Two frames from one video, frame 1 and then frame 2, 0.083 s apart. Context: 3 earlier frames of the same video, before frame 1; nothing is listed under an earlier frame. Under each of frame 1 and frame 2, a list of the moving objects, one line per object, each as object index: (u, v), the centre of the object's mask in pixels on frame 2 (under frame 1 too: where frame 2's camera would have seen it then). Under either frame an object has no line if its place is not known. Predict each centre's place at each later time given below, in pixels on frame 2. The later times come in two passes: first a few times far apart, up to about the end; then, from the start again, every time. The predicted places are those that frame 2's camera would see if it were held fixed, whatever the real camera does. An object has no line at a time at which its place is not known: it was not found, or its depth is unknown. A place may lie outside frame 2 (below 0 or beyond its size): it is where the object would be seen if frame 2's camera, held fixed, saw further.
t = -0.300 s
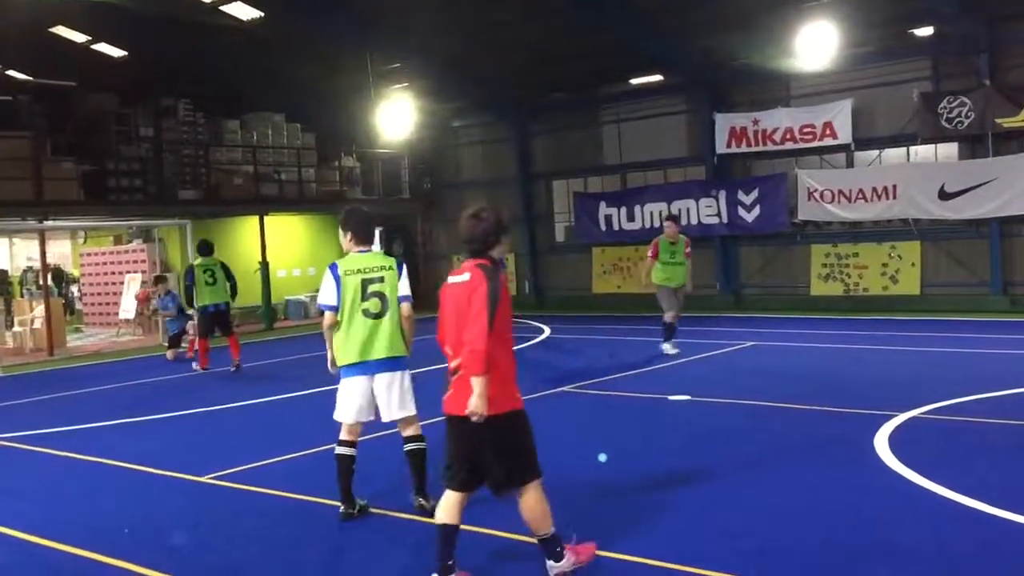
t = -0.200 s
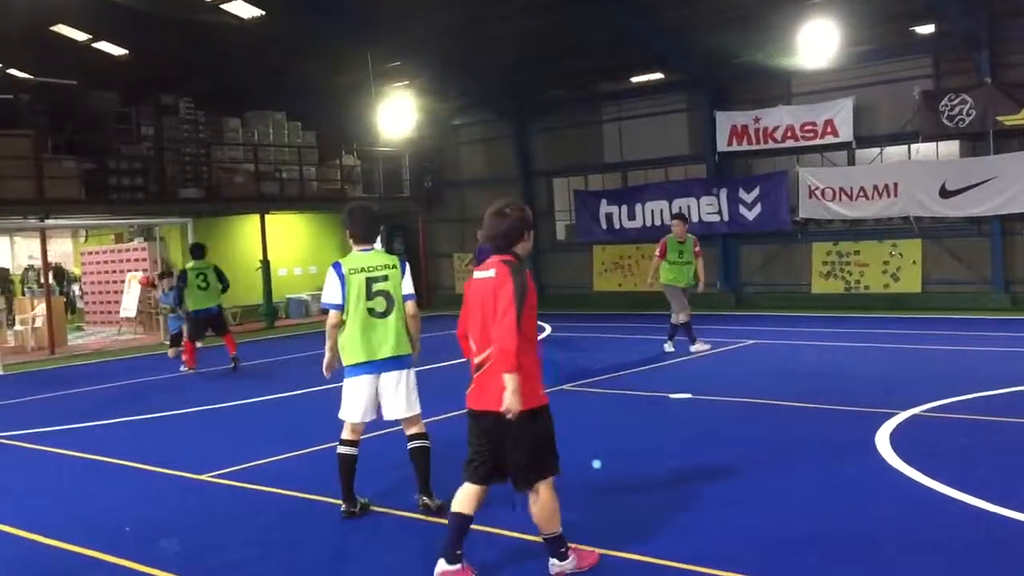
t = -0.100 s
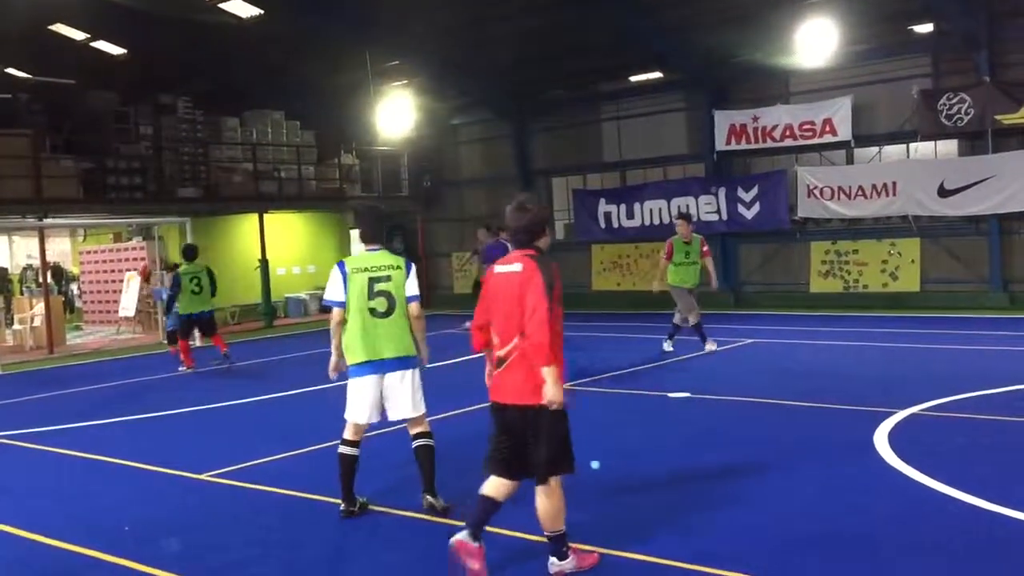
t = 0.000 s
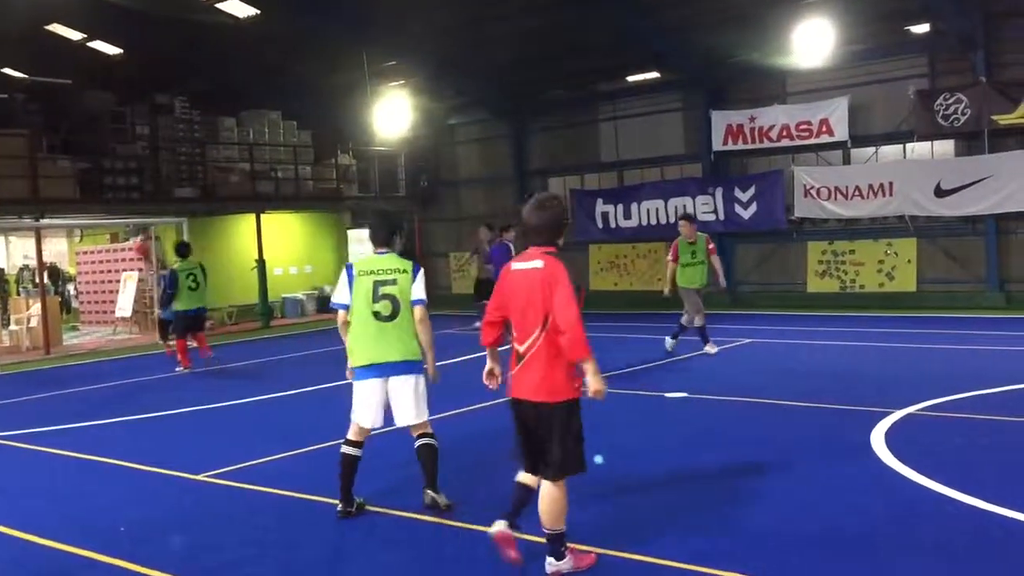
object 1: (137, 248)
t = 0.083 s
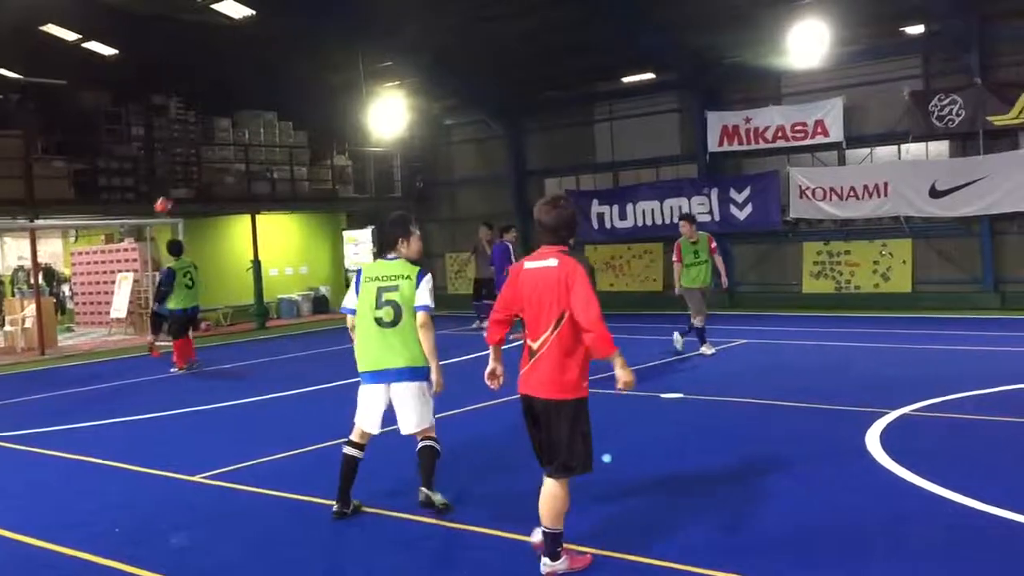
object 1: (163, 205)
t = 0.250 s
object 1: (228, 128)
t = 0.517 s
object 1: (368, 13)
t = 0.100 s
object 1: (169, 197)
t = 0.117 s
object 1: (176, 190)
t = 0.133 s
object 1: (181, 182)
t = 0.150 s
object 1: (188, 175)
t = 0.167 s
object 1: (194, 167)
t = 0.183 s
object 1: (200, 161)
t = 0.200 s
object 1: (206, 154)
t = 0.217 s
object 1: (213, 145)
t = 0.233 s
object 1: (220, 136)
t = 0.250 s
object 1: (228, 128)
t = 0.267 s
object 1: (235, 120)
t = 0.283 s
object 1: (241, 114)
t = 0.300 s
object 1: (250, 106)
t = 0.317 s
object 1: (258, 100)
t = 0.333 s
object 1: (266, 92)
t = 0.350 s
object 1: (274, 85)
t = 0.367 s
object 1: (283, 77)
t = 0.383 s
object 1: (292, 70)
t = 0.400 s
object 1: (300, 62)
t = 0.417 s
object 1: (308, 56)
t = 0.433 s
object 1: (318, 47)
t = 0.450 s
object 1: (327, 41)
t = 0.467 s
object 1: (337, 34)
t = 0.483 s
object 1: (348, 27)
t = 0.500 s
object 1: (358, 20)
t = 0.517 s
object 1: (368, 13)
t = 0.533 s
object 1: (379, 7)
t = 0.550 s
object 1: (390, 1)
